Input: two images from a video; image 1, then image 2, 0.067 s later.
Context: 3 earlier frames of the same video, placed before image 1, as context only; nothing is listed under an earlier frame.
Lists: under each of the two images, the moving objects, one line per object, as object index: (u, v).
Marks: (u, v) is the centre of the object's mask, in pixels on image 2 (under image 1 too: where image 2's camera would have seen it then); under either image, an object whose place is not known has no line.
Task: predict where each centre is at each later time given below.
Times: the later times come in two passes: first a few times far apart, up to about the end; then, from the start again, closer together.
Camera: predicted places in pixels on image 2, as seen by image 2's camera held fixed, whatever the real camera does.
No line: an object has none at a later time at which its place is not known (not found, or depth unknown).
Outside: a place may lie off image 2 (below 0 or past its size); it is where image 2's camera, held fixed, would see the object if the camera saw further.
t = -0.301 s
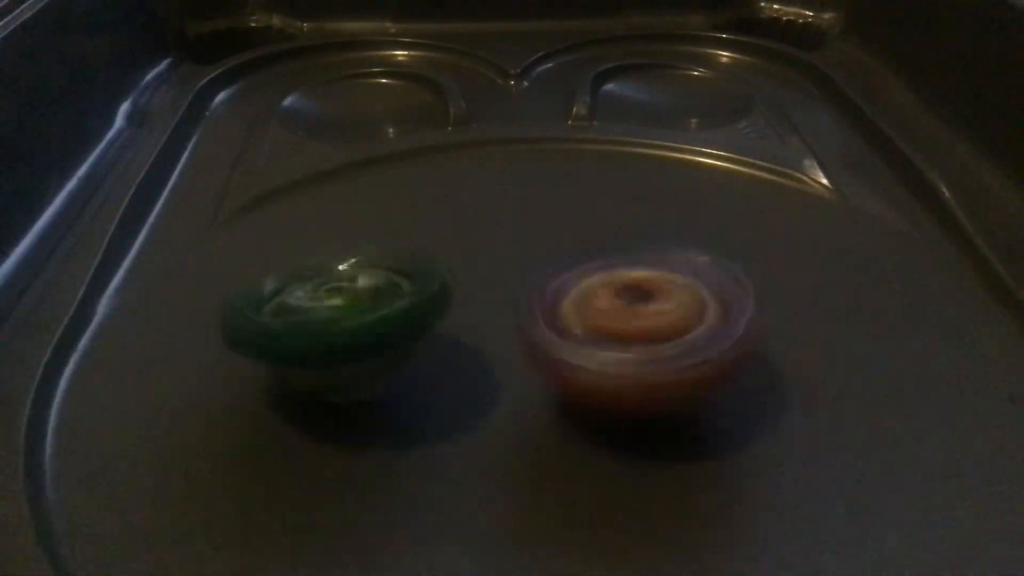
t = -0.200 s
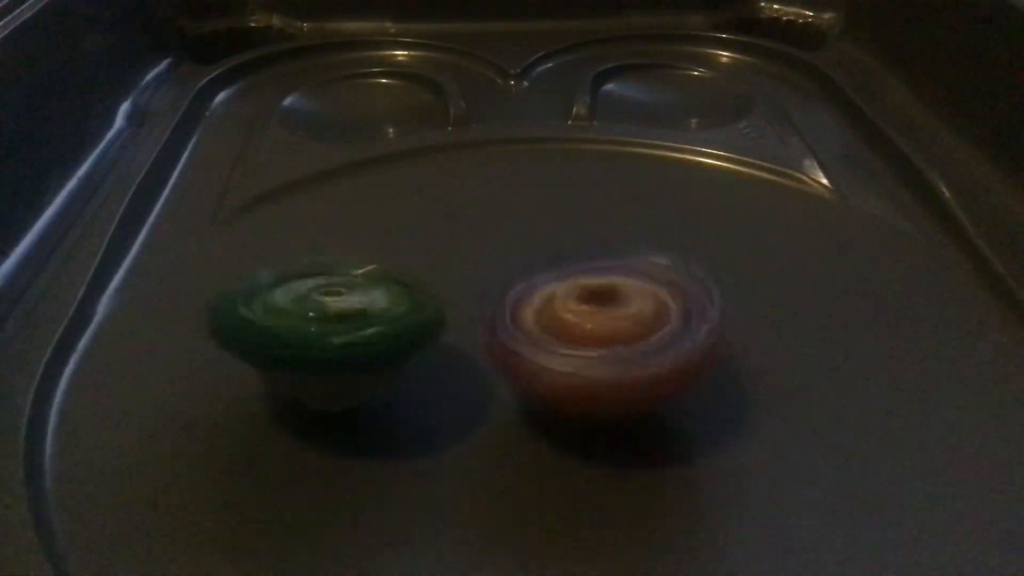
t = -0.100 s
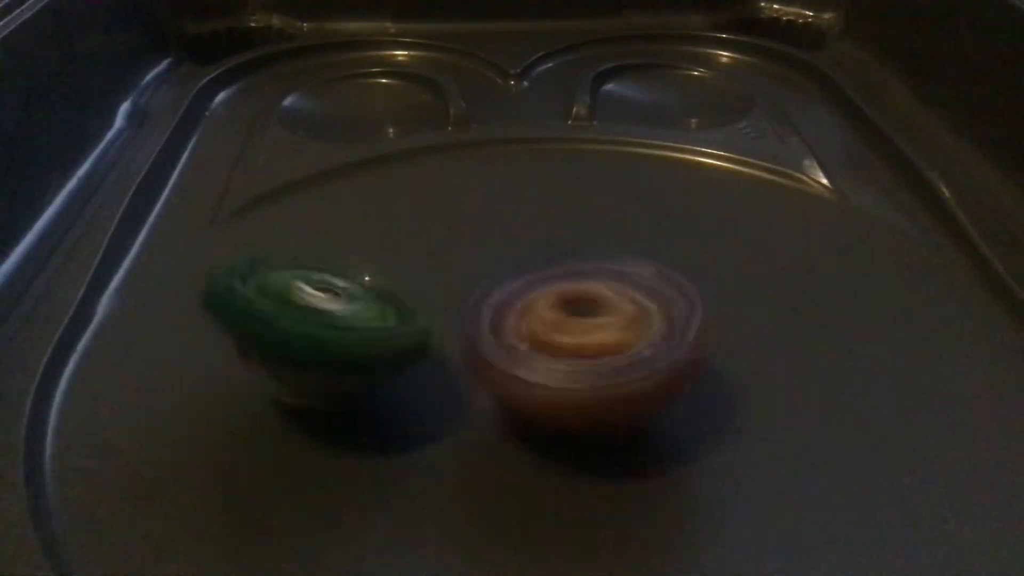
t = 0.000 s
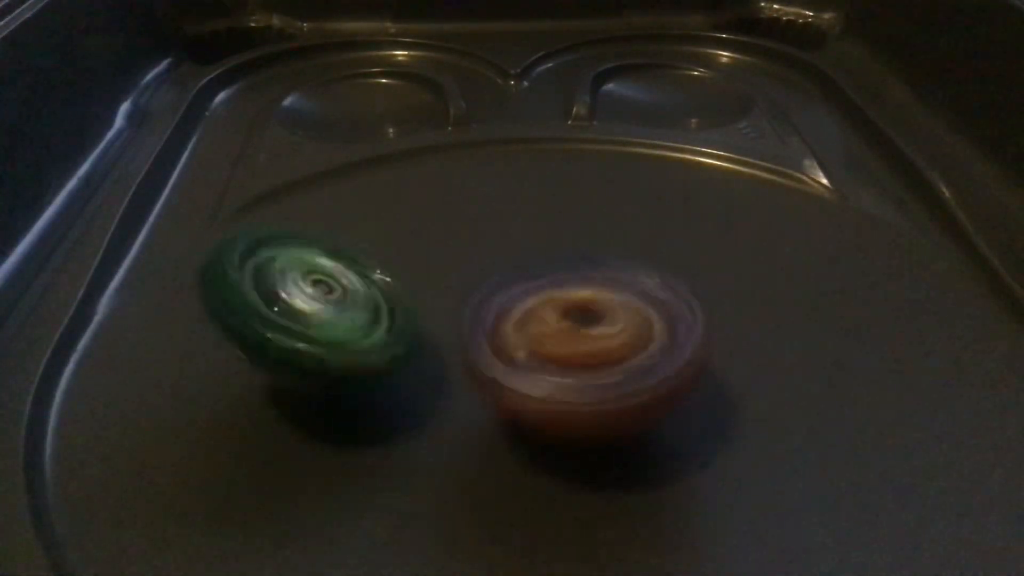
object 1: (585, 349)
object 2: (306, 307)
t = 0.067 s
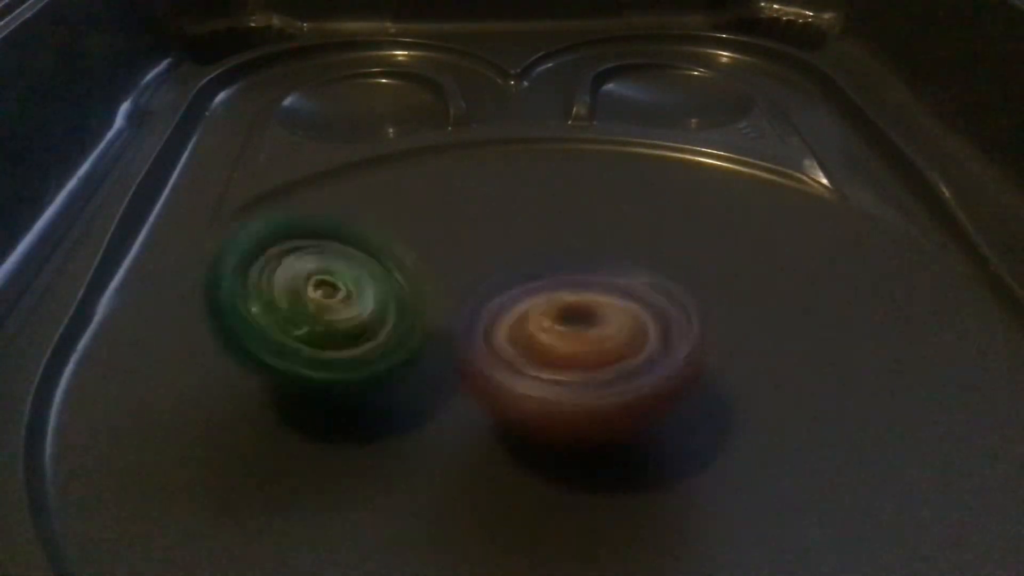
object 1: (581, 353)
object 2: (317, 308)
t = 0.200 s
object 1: (579, 361)
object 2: (344, 310)
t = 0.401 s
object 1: (615, 375)
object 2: (382, 319)
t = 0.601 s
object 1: (631, 377)
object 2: (384, 335)
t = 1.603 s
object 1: (722, 396)
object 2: (555, 284)
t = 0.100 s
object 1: (577, 353)
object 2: (324, 309)
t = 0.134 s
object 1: (573, 354)
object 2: (335, 310)
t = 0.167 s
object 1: (572, 356)
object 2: (340, 311)
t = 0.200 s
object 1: (579, 361)
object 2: (344, 310)
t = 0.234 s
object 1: (584, 361)
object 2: (347, 307)
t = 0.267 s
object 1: (587, 363)
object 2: (359, 308)
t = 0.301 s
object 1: (596, 368)
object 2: (367, 306)
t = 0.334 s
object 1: (606, 370)
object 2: (369, 312)
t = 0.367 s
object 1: (610, 372)
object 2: (373, 315)
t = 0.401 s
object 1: (615, 375)
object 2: (382, 319)
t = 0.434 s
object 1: (621, 376)
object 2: (377, 325)
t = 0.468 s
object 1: (626, 378)
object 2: (379, 328)
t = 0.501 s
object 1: (627, 377)
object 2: (383, 331)
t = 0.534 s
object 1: (628, 374)
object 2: (380, 333)
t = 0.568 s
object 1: (629, 376)
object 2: (379, 334)
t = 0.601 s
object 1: (631, 377)
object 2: (384, 335)
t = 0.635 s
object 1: (633, 380)
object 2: (385, 336)
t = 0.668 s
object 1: (654, 385)
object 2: (375, 337)
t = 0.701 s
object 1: (706, 394)
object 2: (335, 321)
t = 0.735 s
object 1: (727, 401)
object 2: (305, 293)
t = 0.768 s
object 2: (285, 278)
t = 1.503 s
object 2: (549, 301)
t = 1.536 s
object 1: (754, 400)
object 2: (555, 295)
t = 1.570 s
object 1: (738, 400)
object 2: (557, 292)
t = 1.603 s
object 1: (722, 396)
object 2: (555, 284)
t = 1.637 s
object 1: (703, 397)
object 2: (551, 283)
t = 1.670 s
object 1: (692, 398)
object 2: (553, 280)
